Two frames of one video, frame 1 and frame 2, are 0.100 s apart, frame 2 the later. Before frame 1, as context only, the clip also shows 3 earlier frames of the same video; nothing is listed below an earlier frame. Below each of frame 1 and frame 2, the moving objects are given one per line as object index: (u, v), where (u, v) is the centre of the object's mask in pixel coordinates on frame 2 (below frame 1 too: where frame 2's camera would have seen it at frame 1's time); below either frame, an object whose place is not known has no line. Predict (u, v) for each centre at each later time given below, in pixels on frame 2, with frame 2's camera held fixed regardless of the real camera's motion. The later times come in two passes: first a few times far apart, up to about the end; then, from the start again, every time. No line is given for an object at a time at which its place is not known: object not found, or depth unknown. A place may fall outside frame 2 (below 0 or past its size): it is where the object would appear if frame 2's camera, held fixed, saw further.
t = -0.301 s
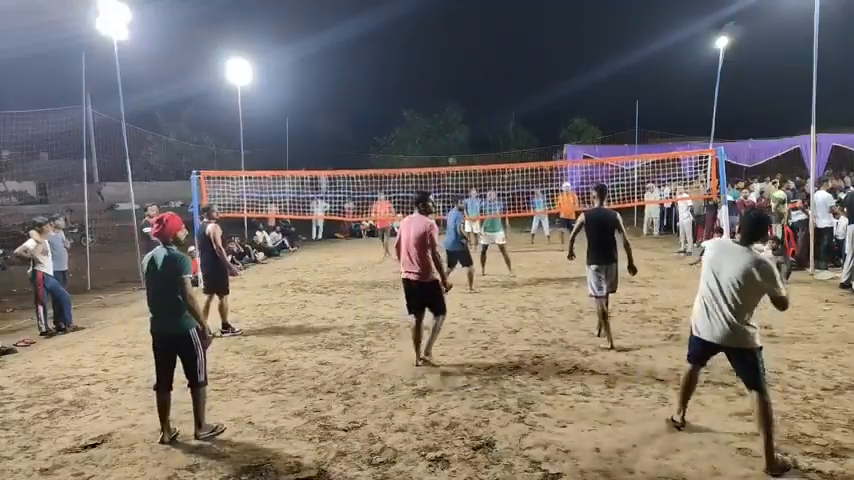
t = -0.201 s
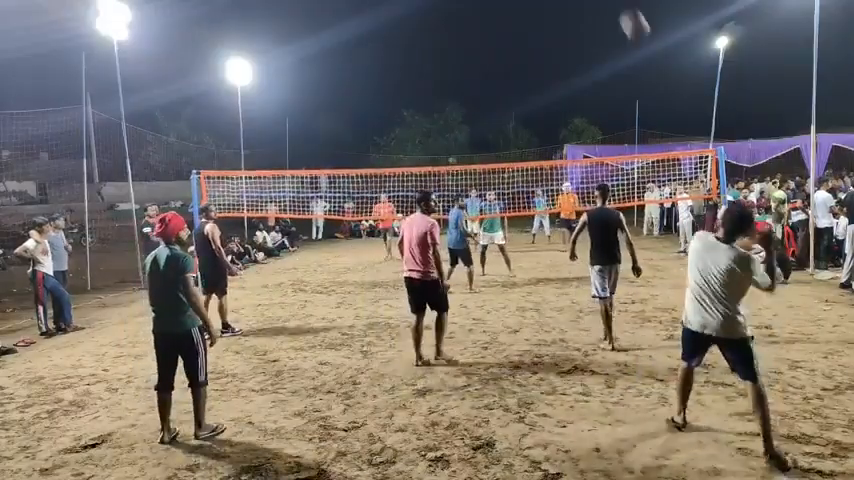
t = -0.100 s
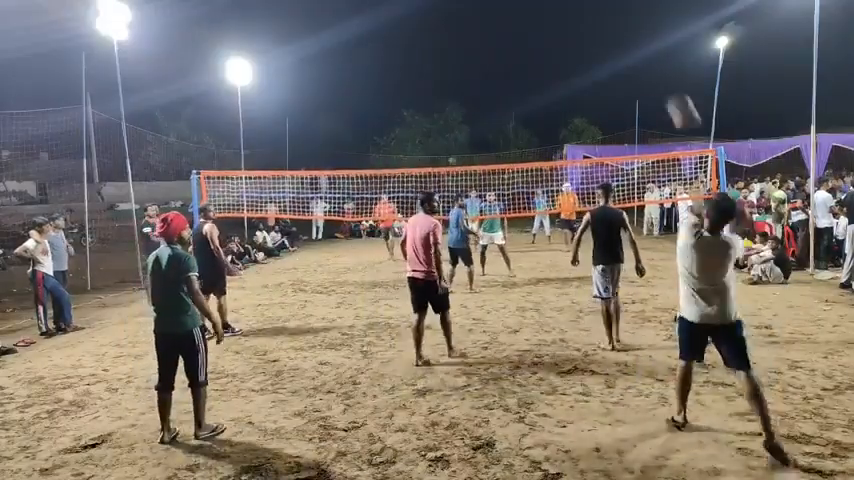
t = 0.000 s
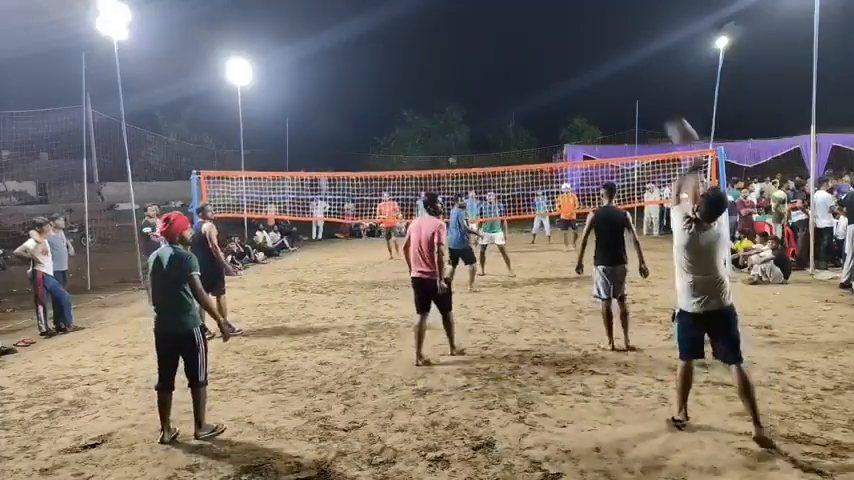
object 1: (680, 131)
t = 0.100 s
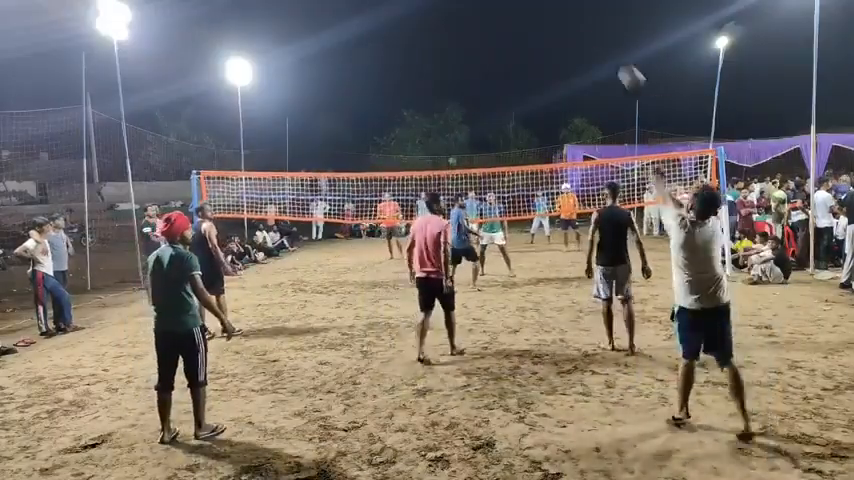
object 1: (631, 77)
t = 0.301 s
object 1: (568, 33)
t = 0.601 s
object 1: (520, 45)
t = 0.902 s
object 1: (496, 96)
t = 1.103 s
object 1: (487, 139)
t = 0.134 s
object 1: (618, 65)
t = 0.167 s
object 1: (605, 54)
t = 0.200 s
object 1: (595, 47)
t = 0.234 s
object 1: (585, 41)
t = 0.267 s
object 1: (576, 36)
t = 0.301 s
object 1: (568, 33)
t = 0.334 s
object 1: (561, 31)
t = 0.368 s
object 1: (554, 30)
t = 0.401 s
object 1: (548, 31)
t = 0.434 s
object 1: (543, 31)
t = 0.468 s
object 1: (537, 33)
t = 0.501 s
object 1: (532, 35)
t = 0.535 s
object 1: (528, 38)
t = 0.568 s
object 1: (524, 41)
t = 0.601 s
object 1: (520, 45)
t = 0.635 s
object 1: (517, 49)
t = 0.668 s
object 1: (514, 54)
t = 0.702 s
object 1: (511, 59)
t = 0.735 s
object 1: (508, 65)
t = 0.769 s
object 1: (505, 71)
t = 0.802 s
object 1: (503, 76)
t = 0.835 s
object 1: (501, 82)
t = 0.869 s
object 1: (498, 89)
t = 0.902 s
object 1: (496, 96)
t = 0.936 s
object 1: (494, 103)
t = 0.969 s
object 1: (493, 109)
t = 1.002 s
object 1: (491, 117)
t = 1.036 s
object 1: (490, 124)
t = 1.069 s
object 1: (488, 131)
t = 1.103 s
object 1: (487, 139)
